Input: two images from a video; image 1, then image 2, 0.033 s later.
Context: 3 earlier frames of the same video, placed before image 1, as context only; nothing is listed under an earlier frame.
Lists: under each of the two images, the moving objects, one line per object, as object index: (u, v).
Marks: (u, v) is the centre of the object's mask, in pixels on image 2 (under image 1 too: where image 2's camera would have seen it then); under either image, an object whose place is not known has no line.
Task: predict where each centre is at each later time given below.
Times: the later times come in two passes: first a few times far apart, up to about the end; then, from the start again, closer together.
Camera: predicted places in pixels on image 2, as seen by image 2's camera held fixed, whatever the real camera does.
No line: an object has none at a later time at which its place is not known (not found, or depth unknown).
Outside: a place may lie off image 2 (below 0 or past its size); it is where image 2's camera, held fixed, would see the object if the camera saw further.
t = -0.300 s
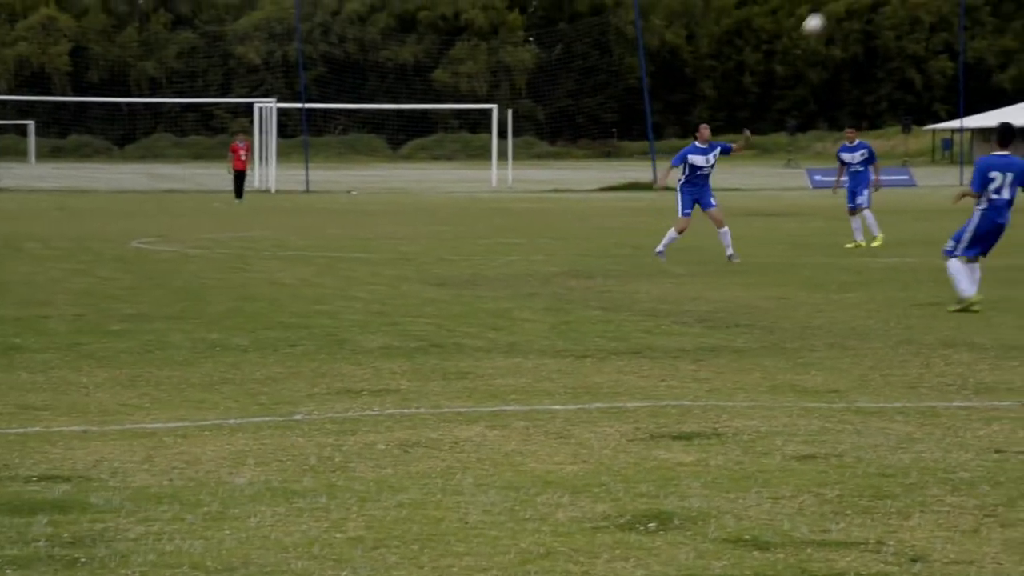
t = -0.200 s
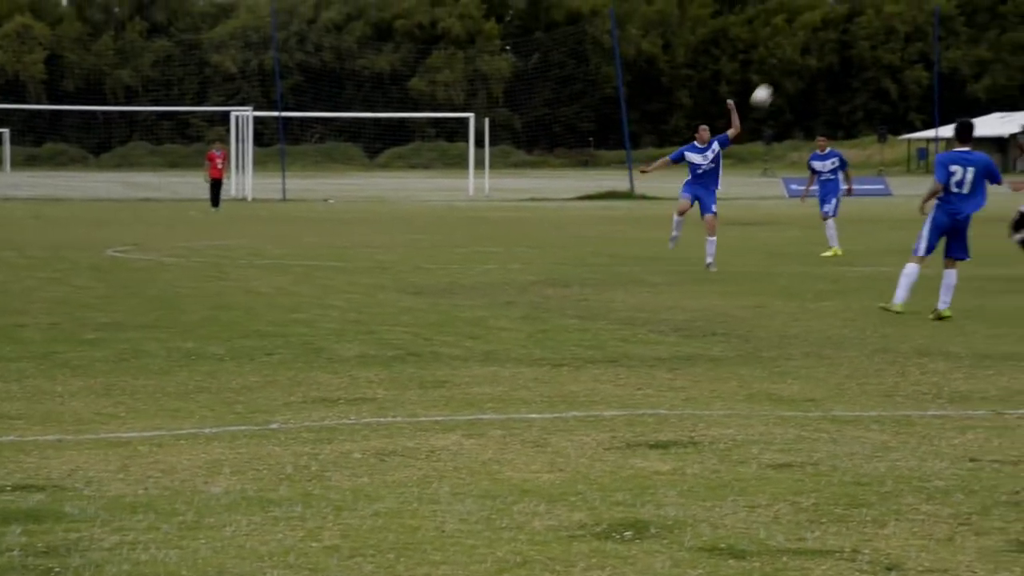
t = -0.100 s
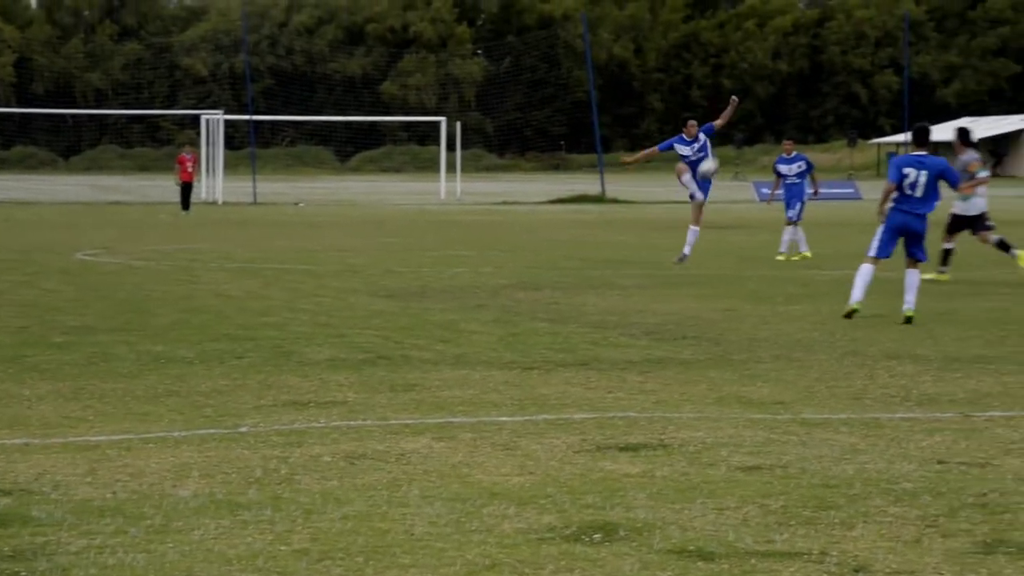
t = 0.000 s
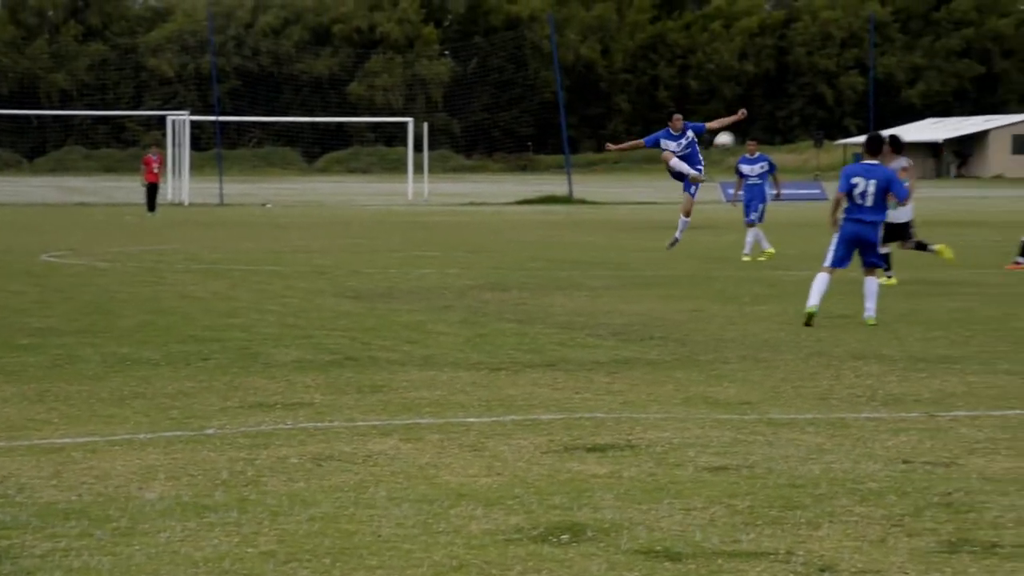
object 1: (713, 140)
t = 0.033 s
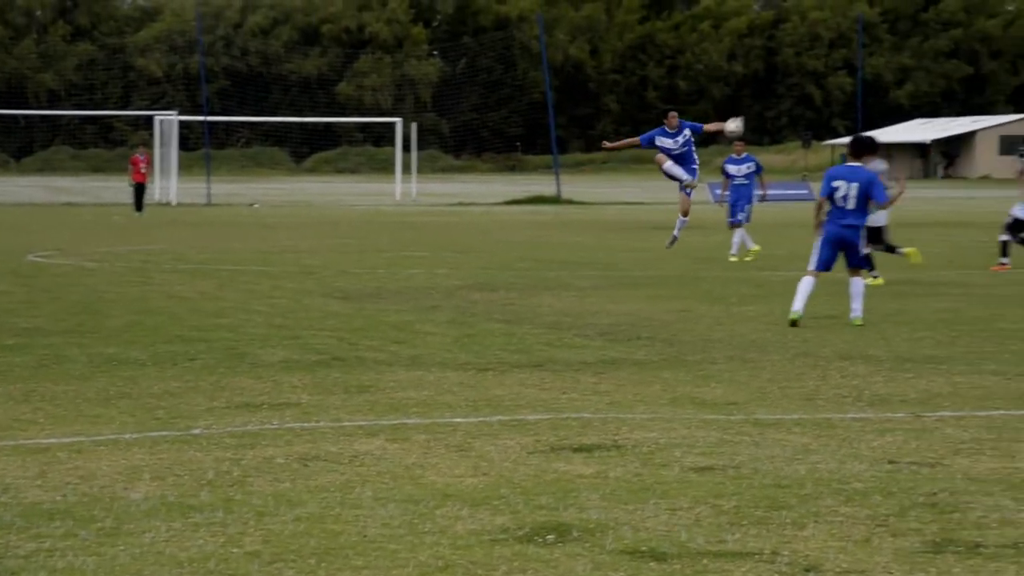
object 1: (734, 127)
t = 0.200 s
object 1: (849, 67)
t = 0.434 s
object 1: (1029, 21)
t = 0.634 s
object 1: (1204, 22)
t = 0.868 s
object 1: (1448, 89)
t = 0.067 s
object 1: (756, 114)
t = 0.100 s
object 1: (779, 101)
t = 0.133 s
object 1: (802, 89)
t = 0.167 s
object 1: (825, 78)
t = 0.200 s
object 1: (849, 67)
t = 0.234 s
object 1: (873, 57)
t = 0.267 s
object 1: (898, 49)
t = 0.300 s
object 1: (923, 42)
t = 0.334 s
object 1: (949, 36)
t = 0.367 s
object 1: (975, 30)
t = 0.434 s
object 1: (1029, 21)
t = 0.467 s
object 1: (1056, 17)
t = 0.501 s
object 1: (1085, 16)
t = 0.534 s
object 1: (1114, 15)
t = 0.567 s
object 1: (1143, 17)
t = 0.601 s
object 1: (1174, 19)
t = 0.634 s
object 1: (1204, 22)
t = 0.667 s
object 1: (1236, 26)
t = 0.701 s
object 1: (1269, 33)
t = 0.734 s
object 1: (1302, 40)
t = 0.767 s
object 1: (1337, 50)
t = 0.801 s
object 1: (1372, 61)
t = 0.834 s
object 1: (1409, 74)
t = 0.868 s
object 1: (1448, 89)
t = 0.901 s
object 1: (1487, 105)
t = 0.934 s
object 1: (1528, 122)
